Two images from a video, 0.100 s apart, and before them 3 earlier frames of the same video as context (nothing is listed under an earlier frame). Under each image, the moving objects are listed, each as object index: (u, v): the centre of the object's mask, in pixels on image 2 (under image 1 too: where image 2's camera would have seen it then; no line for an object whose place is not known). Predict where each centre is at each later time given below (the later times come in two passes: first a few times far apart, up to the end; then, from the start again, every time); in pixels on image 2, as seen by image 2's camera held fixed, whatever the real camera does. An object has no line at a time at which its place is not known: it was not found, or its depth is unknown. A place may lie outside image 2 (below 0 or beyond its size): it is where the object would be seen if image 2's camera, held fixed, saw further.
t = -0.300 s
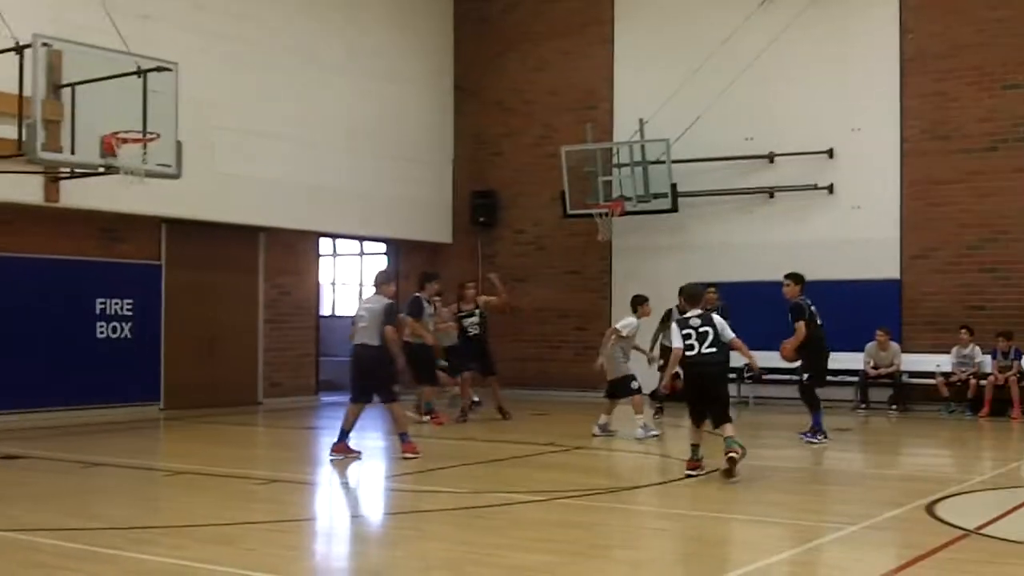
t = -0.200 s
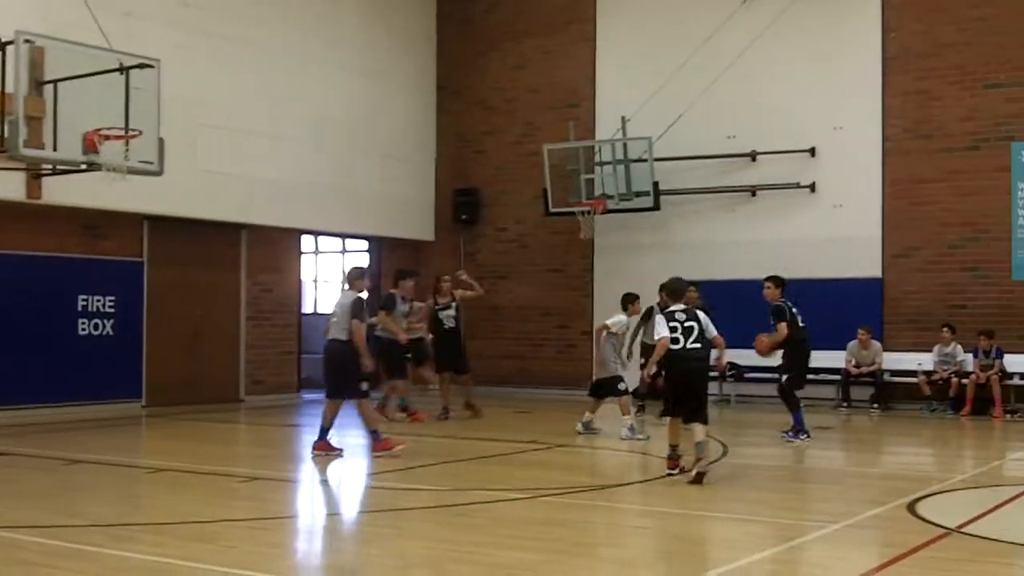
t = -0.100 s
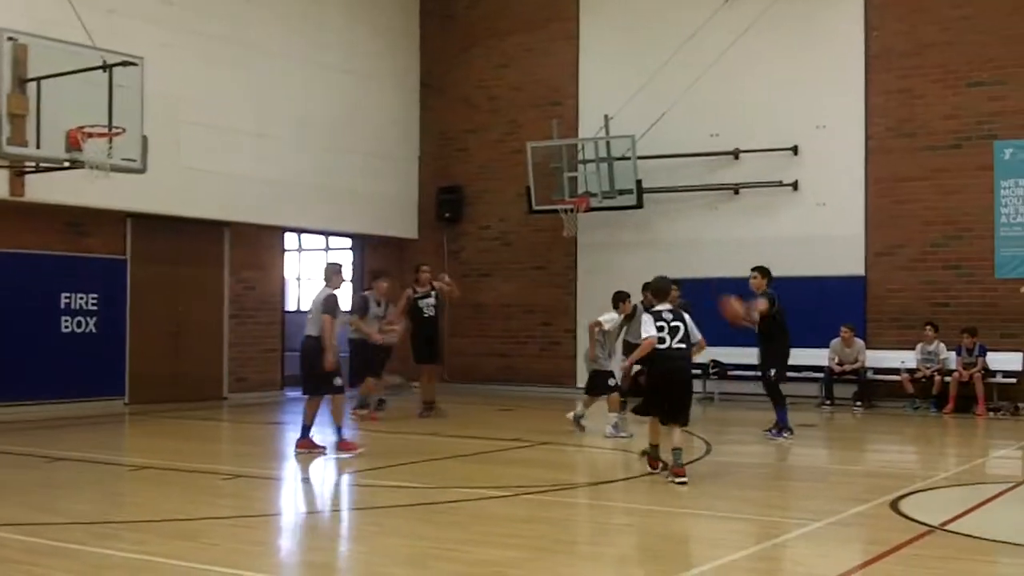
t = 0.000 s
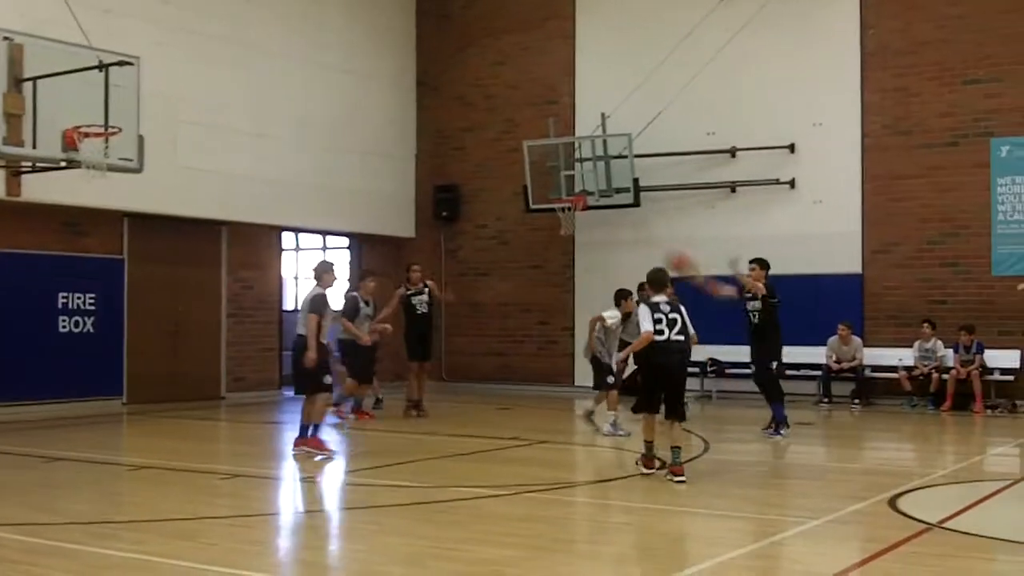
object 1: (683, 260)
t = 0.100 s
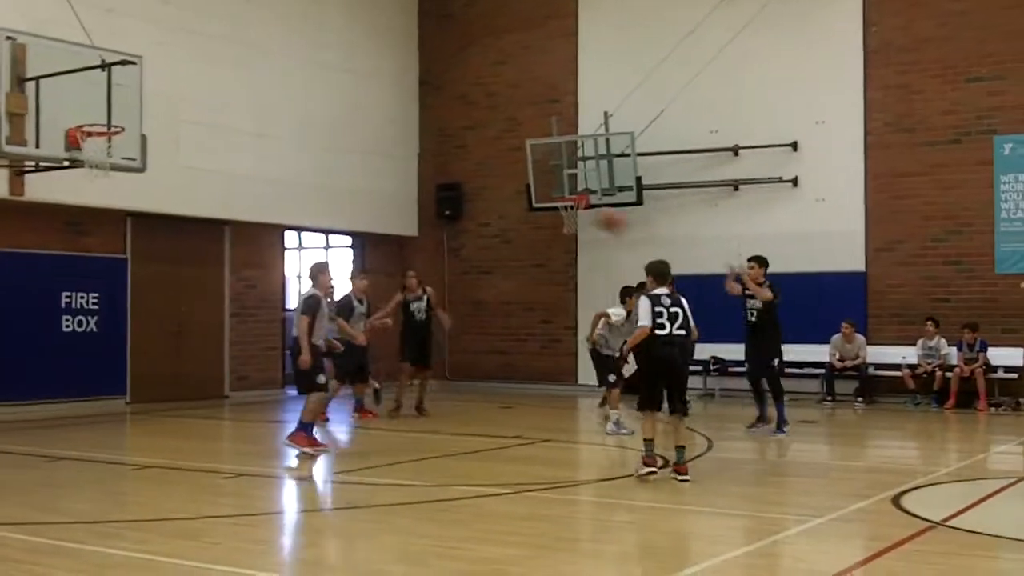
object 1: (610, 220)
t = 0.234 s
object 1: (512, 176)
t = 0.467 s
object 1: (311, 143)
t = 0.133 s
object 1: (589, 214)
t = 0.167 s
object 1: (563, 195)
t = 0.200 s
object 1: (539, 187)
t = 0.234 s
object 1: (512, 176)
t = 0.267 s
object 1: (482, 168)
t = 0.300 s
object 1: (456, 164)
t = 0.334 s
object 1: (428, 156)
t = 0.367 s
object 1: (400, 153)
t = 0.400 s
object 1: (372, 149)
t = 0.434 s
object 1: (341, 146)
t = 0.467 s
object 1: (311, 143)
